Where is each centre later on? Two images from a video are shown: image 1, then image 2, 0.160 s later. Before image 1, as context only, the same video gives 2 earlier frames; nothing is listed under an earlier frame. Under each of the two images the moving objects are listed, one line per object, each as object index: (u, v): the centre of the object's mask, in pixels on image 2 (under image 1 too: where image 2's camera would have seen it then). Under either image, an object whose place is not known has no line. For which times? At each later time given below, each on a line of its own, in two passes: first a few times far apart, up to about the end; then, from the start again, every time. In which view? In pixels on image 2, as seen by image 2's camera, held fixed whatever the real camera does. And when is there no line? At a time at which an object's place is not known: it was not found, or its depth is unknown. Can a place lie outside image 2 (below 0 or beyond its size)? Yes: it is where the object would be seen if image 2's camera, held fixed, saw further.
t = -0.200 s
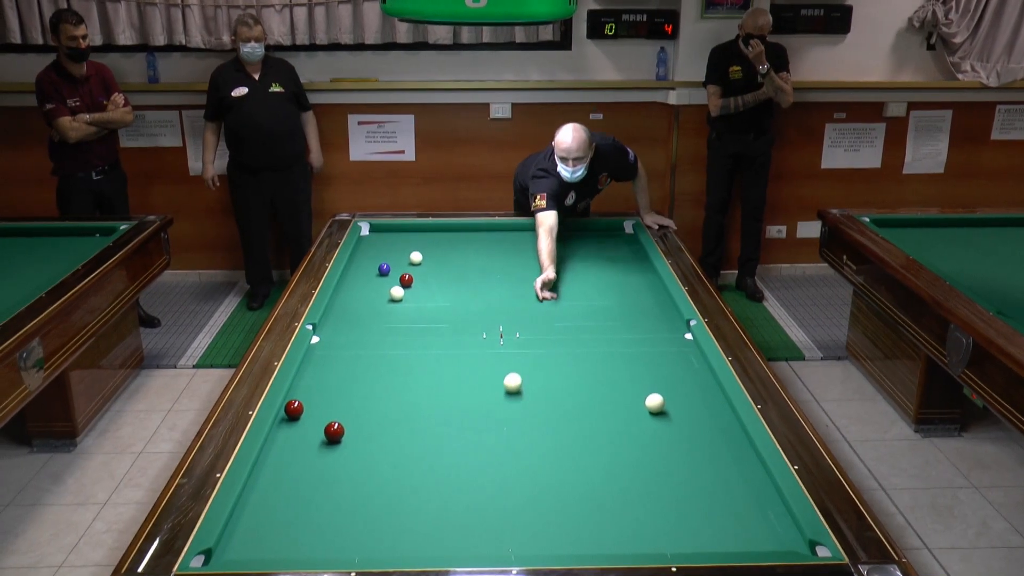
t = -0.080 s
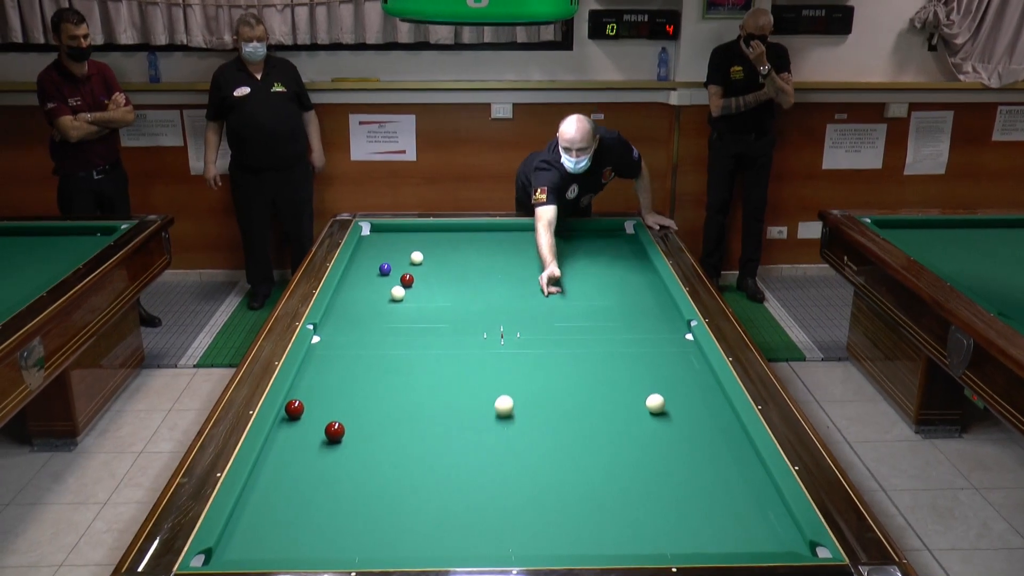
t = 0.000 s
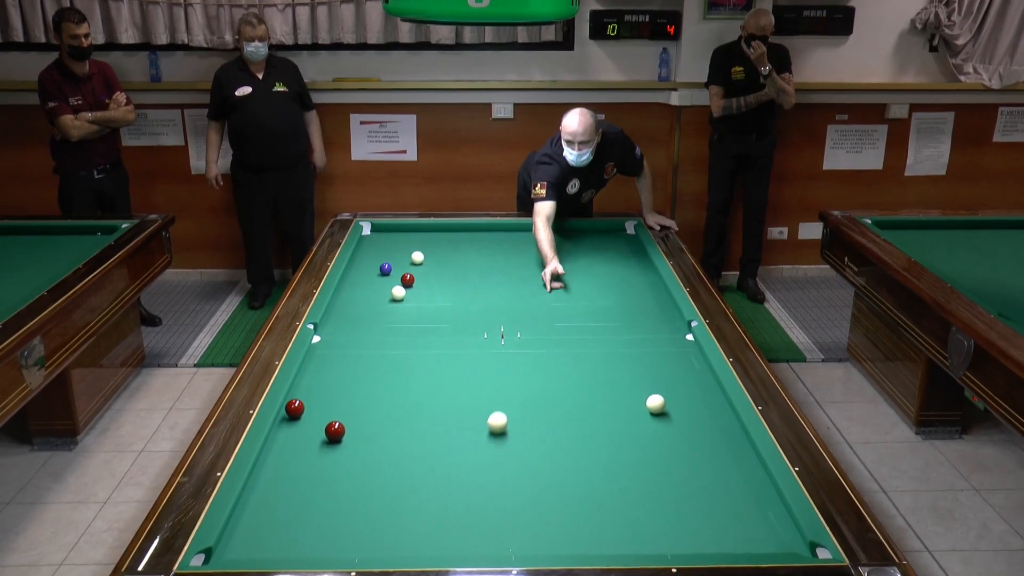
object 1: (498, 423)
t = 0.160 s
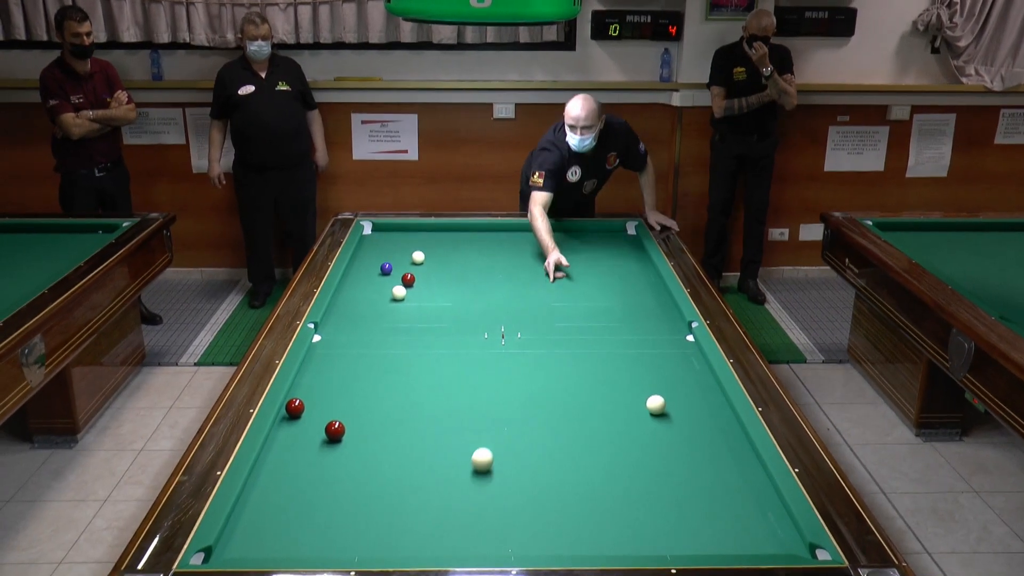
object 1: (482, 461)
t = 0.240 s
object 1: (473, 481)
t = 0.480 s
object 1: (443, 548)
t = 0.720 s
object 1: (429, 506)
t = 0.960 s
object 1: (418, 467)
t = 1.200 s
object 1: (408, 434)
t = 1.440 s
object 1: (400, 404)
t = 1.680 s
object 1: (393, 379)
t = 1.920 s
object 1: (387, 356)
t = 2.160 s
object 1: (382, 336)
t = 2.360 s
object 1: (378, 321)
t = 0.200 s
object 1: (478, 471)
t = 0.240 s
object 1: (473, 481)
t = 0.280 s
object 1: (469, 492)
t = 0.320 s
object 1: (464, 504)
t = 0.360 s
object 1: (459, 516)
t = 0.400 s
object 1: (454, 528)
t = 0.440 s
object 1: (448, 540)
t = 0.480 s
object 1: (443, 548)
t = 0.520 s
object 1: (439, 547)
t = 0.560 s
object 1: (437, 541)
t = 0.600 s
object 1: (435, 531)
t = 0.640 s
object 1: (433, 522)
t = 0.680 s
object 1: (431, 513)
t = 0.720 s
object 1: (429, 506)
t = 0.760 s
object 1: (427, 499)
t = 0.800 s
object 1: (425, 492)
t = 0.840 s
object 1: (423, 486)
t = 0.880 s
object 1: (421, 479)
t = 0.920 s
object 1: (419, 473)
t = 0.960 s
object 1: (418, 467)
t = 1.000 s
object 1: (416, 461)
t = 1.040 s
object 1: (414, 455)
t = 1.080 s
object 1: (413, 450)
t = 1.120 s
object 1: (411, 444)
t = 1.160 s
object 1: (410, 439)
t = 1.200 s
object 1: (408, 434)
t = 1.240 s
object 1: (407, 428)
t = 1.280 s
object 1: (405, 423)
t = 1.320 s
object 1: (404, 418)
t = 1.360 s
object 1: (403, 413)
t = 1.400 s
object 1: (401, 409)
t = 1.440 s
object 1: (400, 404)
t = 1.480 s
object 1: (399, 400)
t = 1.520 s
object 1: (398, 395)
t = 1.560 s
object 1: (397, 391)
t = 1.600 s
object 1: (395, 387)
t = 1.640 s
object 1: (394, 382)
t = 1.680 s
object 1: (393, 379)
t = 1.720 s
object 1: (392, 374)
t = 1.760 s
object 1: (391, 371)
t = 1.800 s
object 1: (390, 367)
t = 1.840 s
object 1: (389, 363)
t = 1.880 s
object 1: (388, 360)
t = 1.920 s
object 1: (387, 356)
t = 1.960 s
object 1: (386, 352)
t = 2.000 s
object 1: (385, 349)
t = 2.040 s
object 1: (384, 346)
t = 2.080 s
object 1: (383, 342)
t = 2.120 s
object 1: (382, 339)
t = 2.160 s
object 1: (382, 336)
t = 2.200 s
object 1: (381, 333)
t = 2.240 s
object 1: (380, 330)
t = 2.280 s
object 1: (379, 327)
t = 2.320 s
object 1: (378, 324)
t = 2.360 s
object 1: (378, 321)
